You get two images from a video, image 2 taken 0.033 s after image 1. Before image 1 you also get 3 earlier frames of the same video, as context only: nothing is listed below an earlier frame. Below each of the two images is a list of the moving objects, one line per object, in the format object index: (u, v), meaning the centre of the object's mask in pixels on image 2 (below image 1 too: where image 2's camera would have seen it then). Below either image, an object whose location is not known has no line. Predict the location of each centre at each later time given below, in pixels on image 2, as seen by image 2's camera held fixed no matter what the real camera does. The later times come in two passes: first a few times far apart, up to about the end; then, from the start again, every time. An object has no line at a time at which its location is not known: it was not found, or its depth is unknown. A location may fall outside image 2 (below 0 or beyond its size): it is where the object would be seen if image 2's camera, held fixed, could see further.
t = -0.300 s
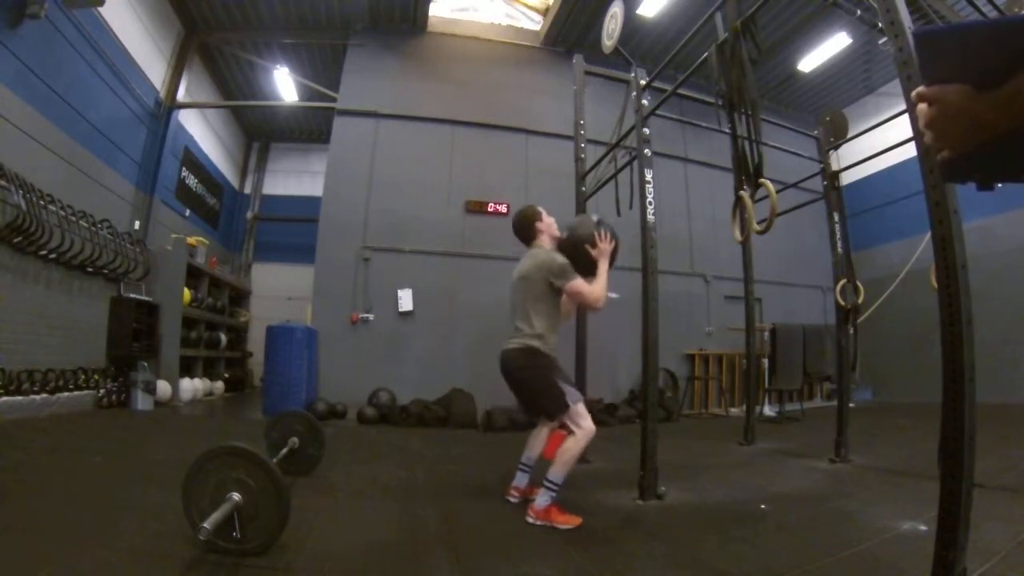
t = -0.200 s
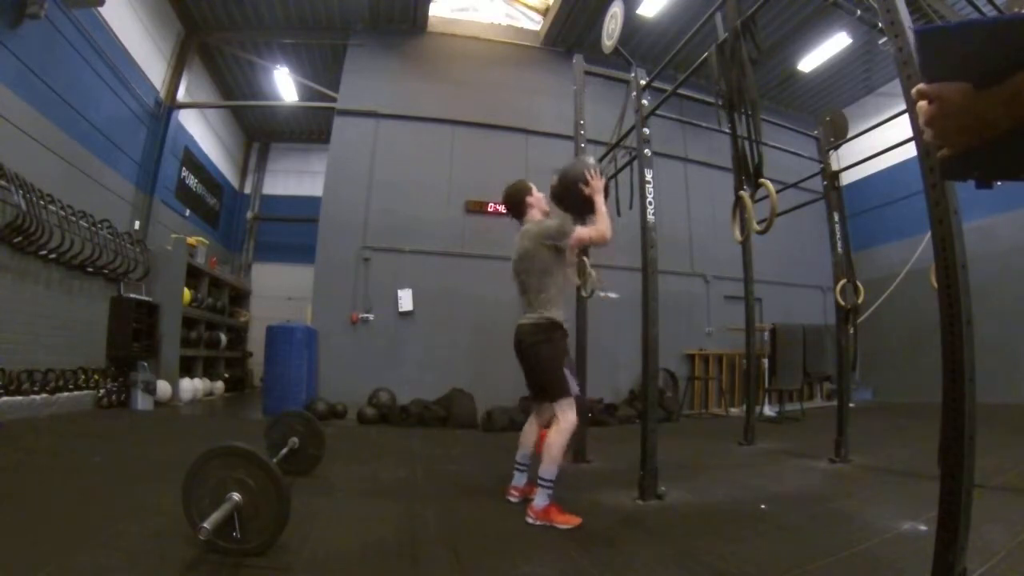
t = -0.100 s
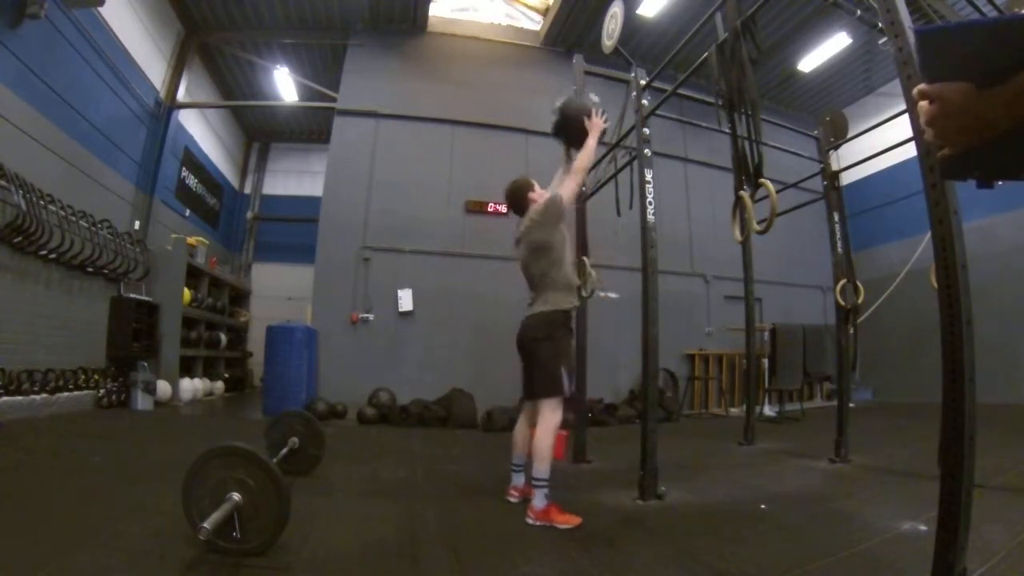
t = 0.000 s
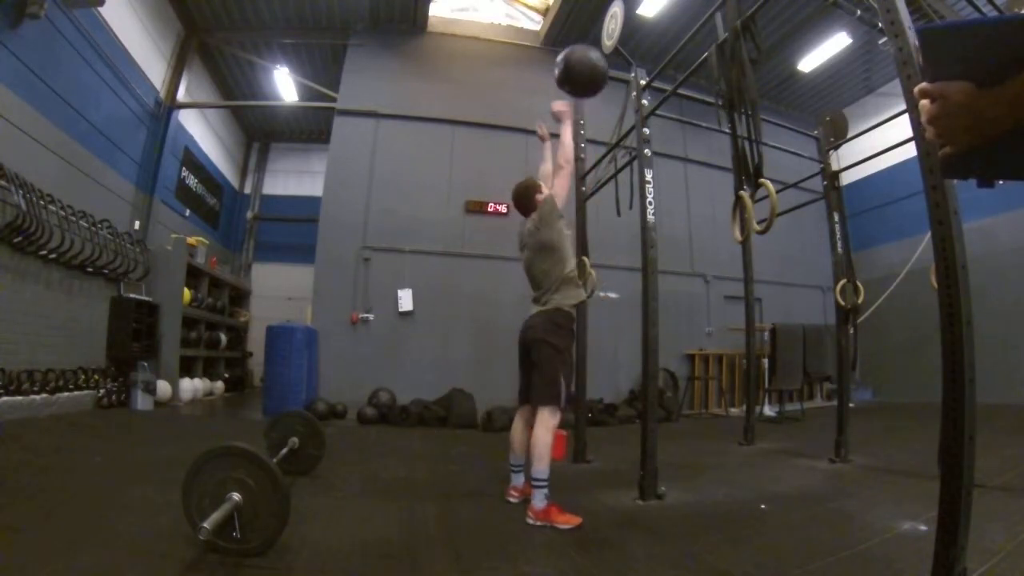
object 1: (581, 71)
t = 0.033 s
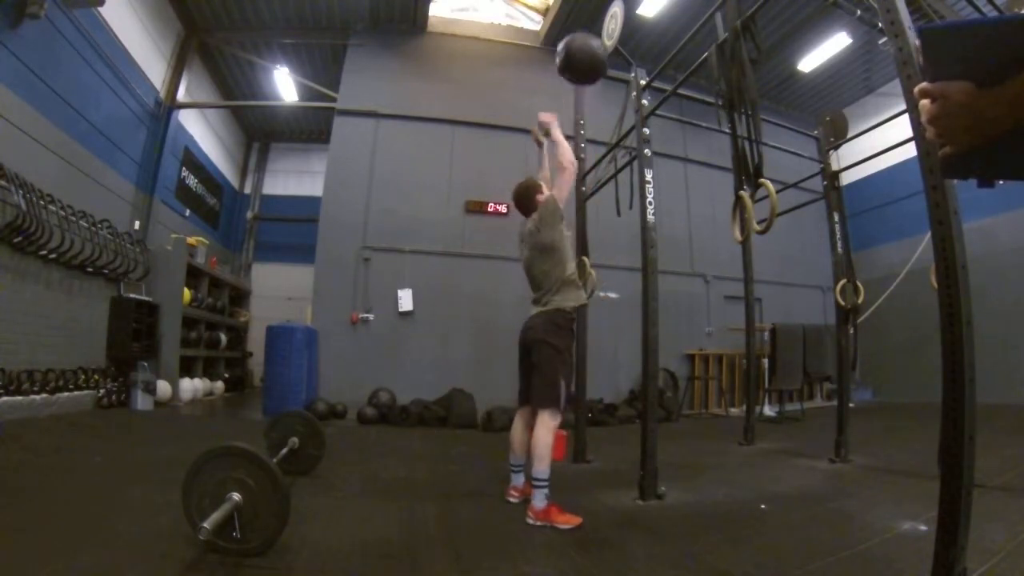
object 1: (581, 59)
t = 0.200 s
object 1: (586, 19)
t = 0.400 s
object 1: (591, 15)
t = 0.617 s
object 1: (586, 47)
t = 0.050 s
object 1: (582, 53)
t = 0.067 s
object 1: (583, 47)
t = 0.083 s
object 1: (583, 43)
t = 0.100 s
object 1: (584, 38)
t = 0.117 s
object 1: (584, 34)
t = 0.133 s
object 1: (584, 30)
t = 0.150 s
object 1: (585, 25)
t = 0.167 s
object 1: (585, 23)
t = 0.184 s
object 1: (586, 21)
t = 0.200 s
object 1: (586, 19)
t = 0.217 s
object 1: (588, 17)
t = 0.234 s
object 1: (588, 17)
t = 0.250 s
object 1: (589, 16)
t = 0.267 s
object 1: (589, 15)
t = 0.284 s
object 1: (590, 15)
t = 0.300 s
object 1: (591, 15)
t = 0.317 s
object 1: (591, 15)
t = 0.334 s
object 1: (591, 15)
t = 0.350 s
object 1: (591, 15)
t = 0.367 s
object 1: (591, 15)
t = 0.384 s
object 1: (591, 15)
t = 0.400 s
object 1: (591, 15)
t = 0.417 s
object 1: (590, 15)
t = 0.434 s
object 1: (590, 16)
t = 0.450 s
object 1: (590, 17)
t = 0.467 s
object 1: (589, 18)
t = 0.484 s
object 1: (588, 19)
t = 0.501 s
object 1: (588, 21)
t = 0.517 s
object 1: (587, 23)
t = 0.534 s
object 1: (587, 26)
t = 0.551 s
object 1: (587, 29)
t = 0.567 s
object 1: (587, 33)
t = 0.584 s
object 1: (587, 37)
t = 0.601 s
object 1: (586, 41)
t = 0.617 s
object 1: (586, 47)
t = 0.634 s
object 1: (586, 52)
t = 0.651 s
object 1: (586, 58)
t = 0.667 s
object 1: (586, 64)
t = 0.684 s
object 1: (586, 71)
